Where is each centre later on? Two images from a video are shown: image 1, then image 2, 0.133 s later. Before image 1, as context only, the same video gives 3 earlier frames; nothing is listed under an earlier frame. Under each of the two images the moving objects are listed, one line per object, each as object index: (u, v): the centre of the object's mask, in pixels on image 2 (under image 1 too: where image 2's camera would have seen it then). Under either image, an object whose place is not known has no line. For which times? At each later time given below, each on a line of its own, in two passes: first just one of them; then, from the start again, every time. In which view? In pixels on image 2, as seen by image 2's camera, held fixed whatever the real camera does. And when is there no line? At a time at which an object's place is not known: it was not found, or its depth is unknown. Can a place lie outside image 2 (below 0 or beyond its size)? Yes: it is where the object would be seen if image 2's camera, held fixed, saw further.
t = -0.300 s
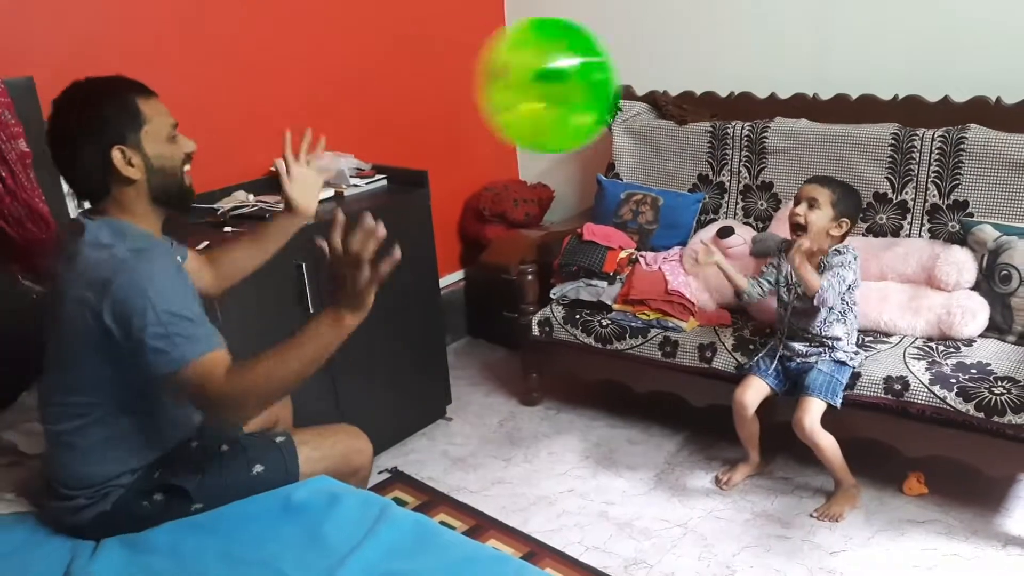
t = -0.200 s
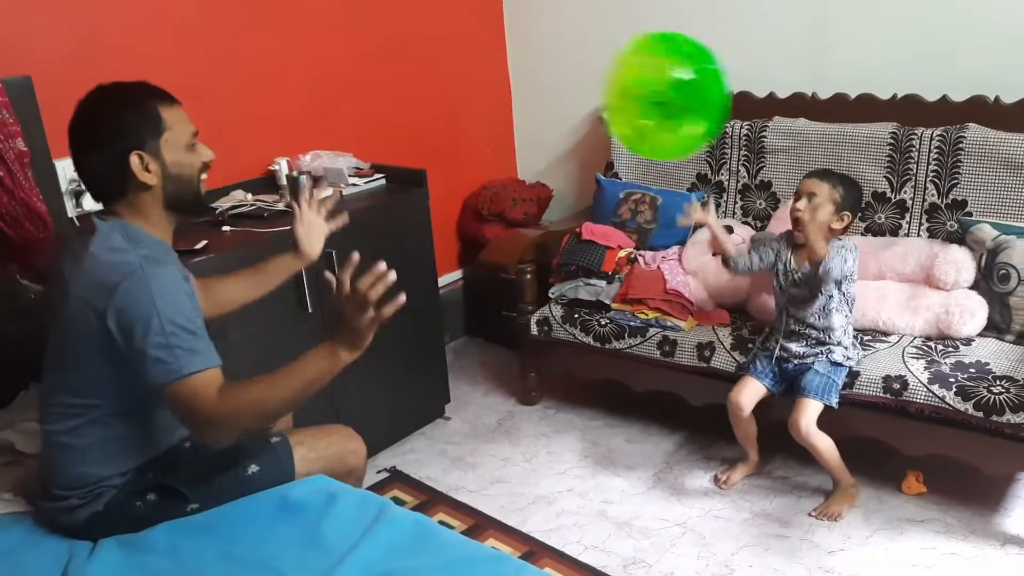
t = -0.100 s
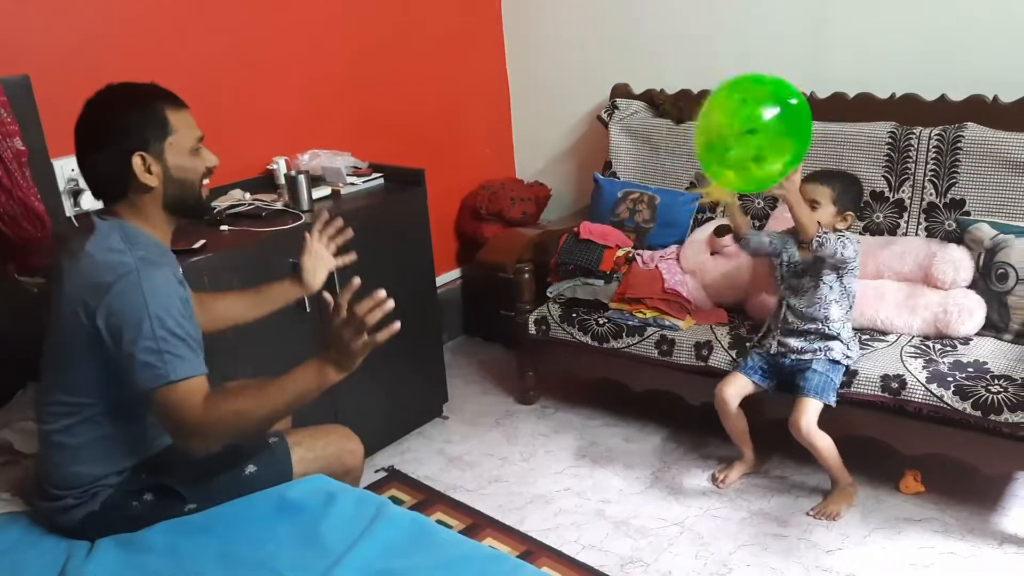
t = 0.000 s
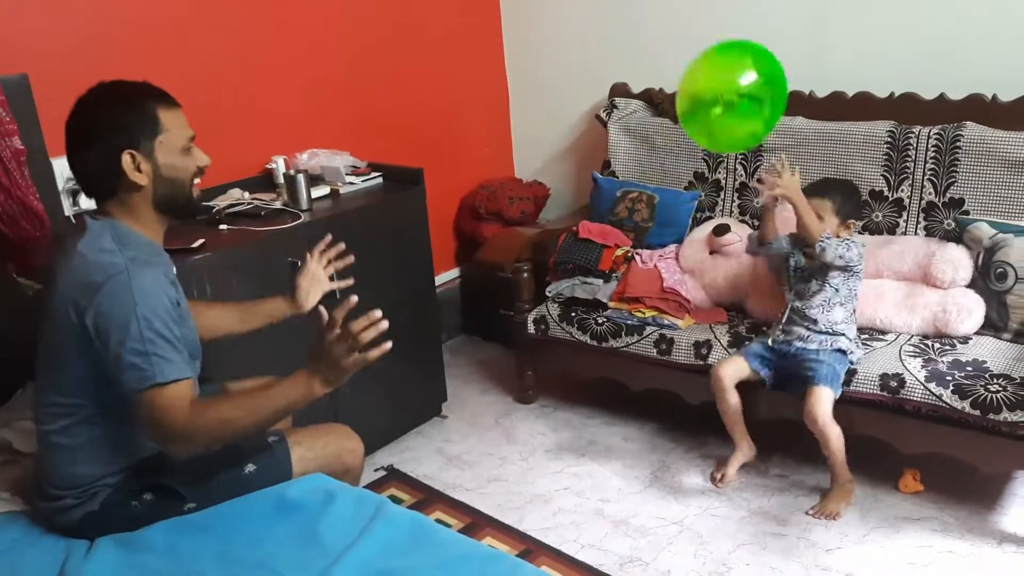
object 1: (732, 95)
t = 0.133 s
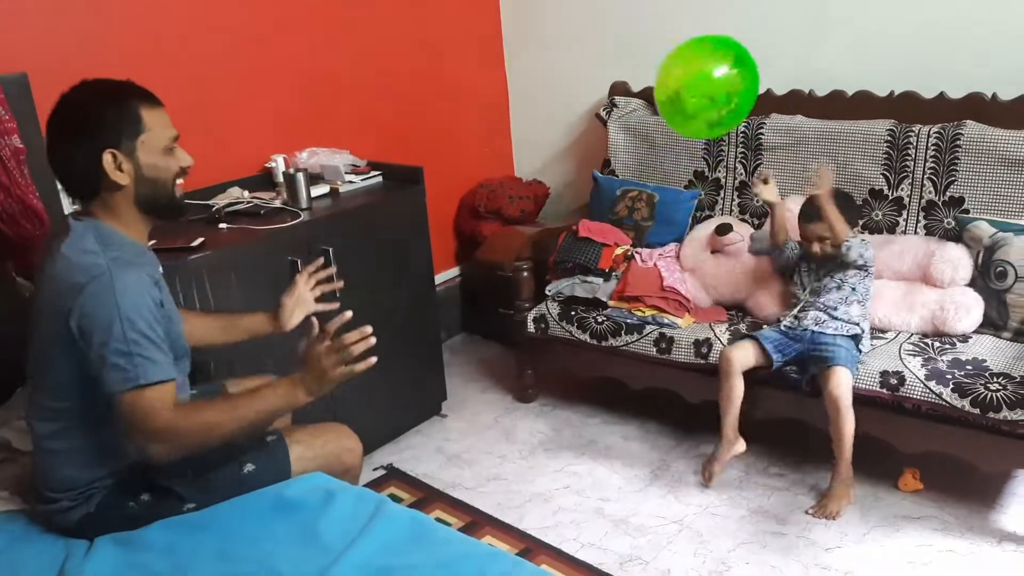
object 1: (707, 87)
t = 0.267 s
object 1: (685, 119)
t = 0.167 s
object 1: (701, 91)
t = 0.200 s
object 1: (695, 98)
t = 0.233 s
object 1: (690, 108)
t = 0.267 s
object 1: (685, 119)
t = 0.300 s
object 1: (680, 132)
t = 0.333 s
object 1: (676, 146)
